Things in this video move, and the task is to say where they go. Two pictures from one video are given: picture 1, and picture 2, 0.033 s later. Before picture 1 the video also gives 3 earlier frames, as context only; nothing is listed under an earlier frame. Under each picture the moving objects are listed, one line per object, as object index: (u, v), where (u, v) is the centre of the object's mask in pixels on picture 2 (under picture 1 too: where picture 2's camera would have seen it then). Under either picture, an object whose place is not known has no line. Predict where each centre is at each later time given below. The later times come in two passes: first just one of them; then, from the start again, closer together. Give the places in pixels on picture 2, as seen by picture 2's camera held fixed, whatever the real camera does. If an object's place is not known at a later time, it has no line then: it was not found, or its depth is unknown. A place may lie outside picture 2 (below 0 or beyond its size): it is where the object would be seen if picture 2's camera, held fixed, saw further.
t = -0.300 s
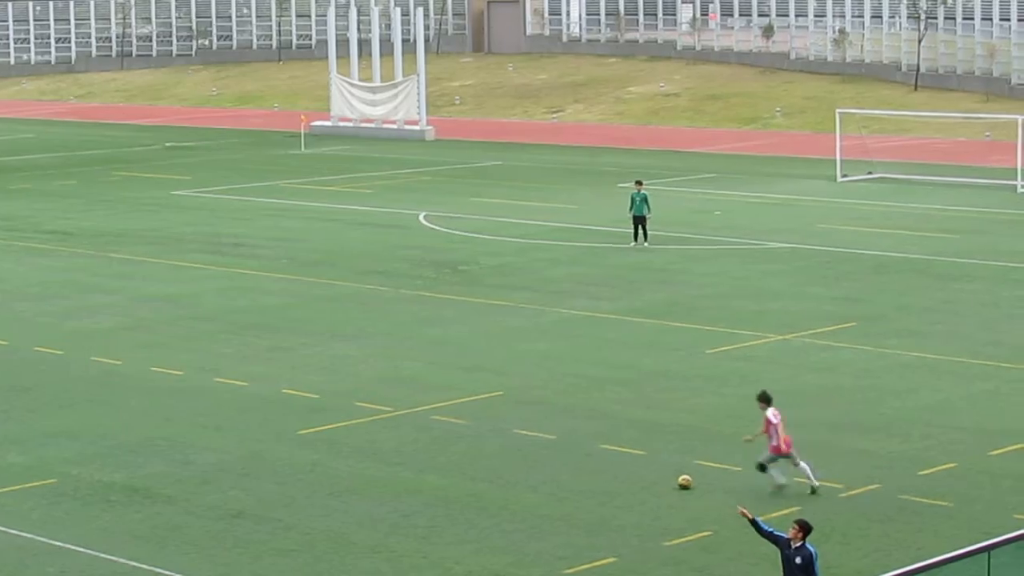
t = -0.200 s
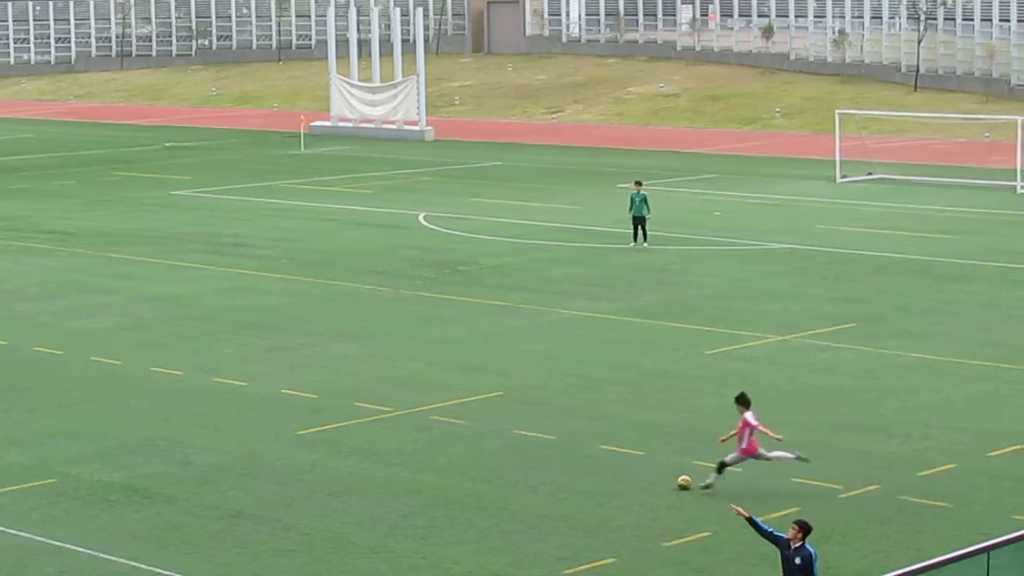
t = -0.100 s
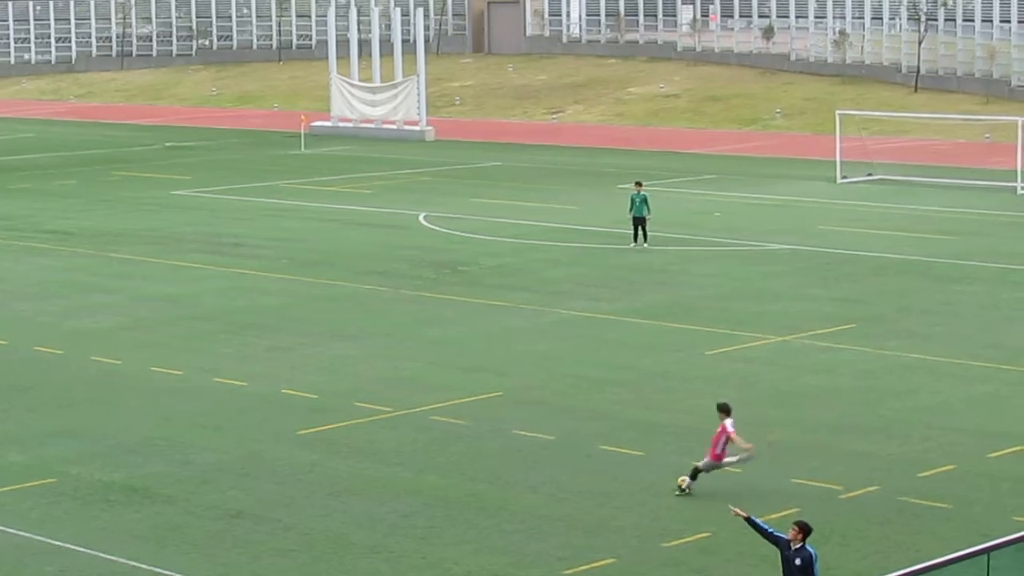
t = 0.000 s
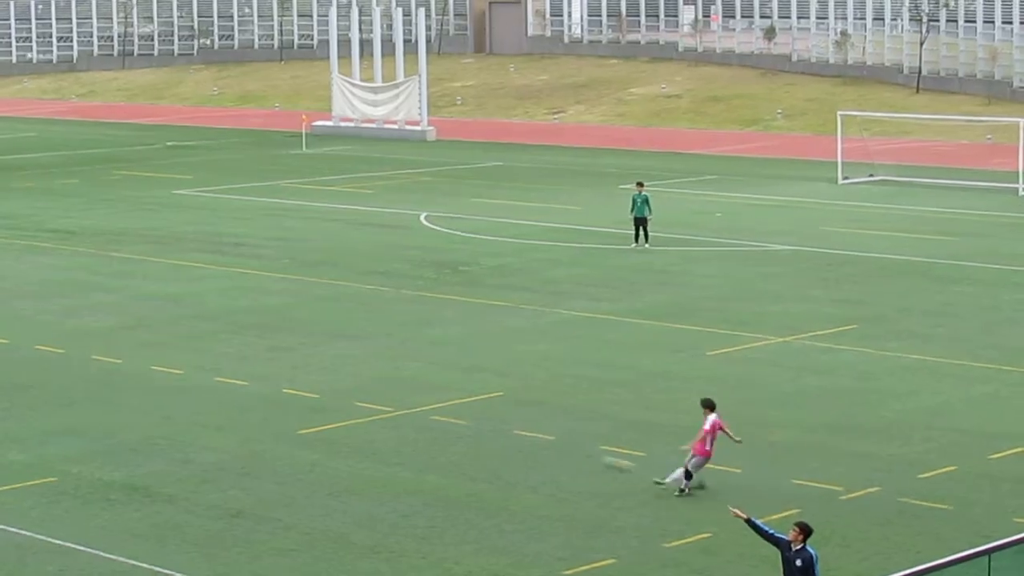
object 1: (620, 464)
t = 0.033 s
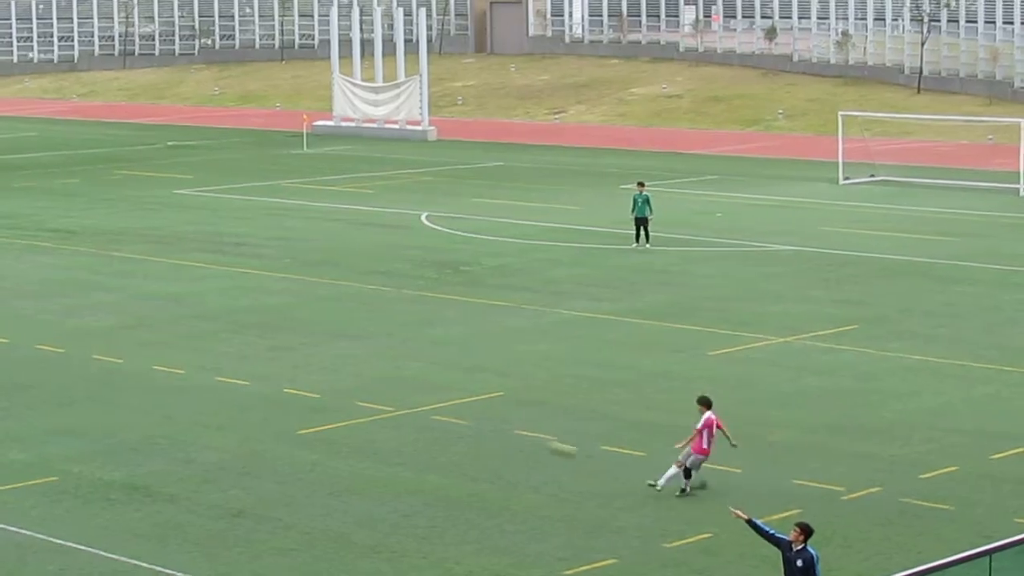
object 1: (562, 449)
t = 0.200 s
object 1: (289, 380)
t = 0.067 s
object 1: (508, 434)
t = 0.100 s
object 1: (452, 418)
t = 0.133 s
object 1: (396, 406)
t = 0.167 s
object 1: (341, 392)
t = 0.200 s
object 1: (289, 380)
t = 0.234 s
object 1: (234, 367)
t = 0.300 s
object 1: (127, 343)
